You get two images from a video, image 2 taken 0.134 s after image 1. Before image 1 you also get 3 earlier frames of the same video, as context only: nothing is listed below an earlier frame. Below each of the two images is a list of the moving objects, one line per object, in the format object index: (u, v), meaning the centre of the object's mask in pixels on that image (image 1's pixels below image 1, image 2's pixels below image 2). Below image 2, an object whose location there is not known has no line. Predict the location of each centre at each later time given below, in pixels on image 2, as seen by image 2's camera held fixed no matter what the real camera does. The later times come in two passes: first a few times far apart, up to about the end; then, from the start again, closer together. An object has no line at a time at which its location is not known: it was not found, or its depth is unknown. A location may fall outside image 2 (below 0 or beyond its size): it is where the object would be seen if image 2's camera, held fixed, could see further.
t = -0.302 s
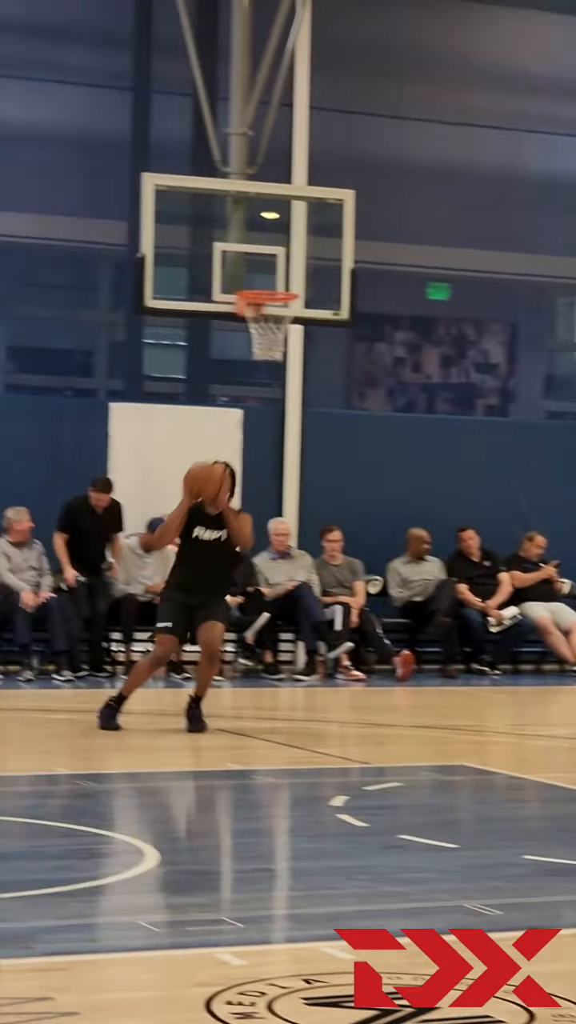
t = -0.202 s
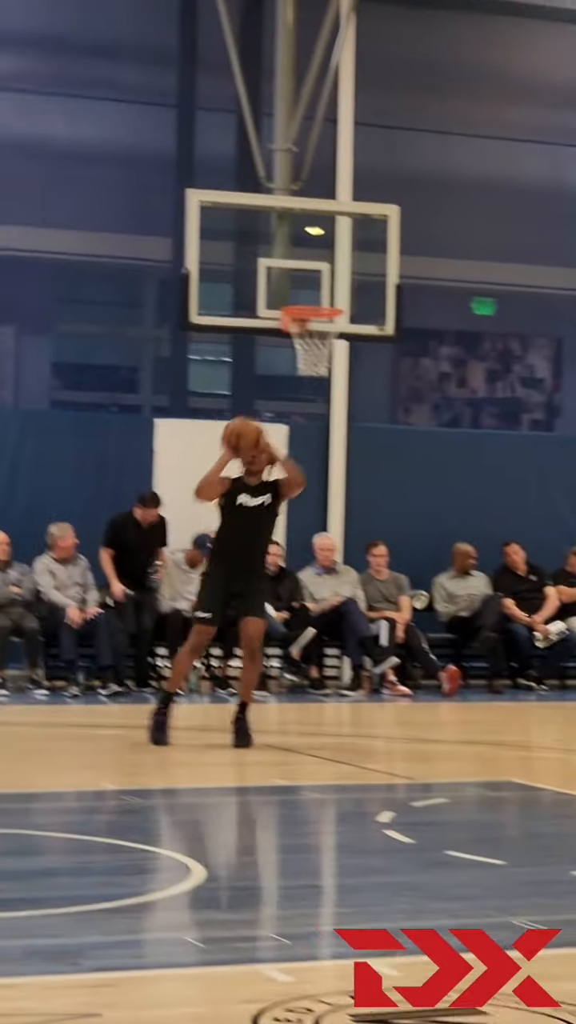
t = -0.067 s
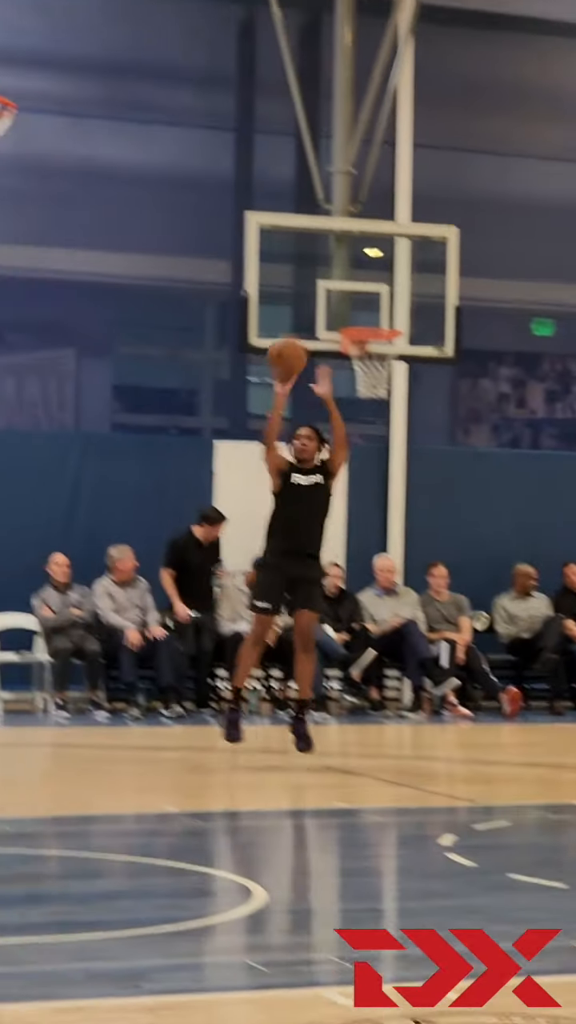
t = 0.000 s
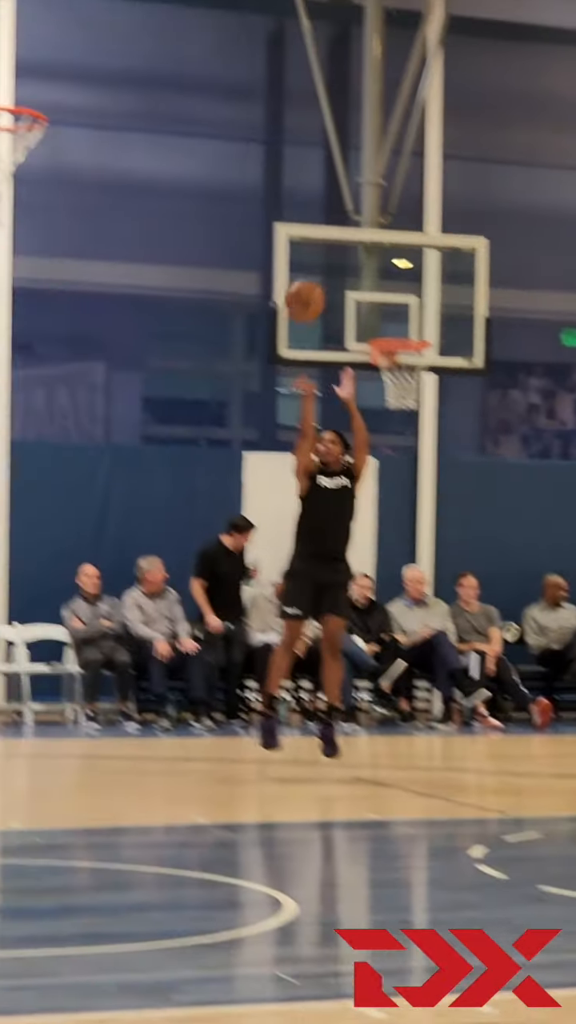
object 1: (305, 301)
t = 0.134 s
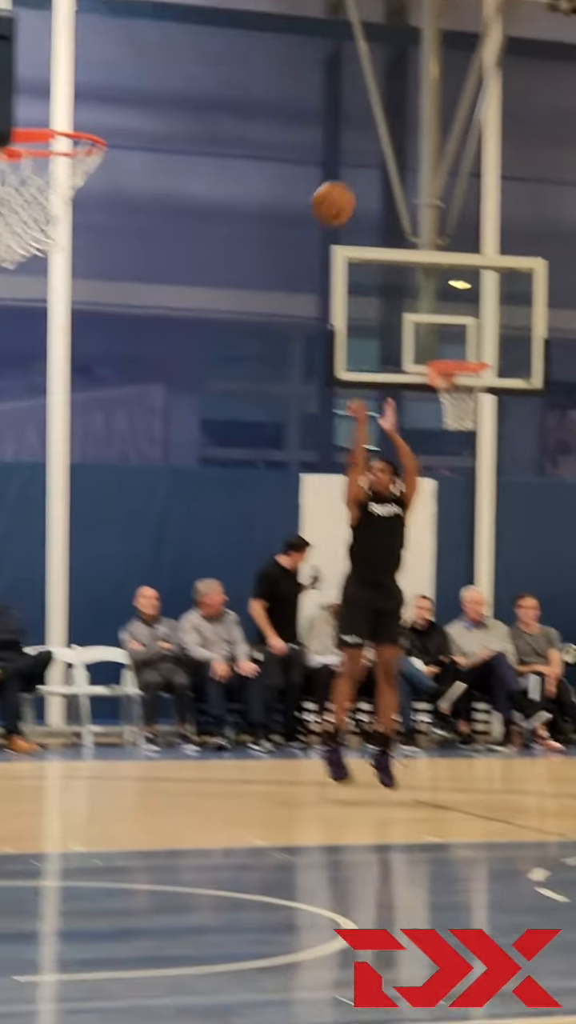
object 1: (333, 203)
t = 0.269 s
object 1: (301, 106)
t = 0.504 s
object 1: (235, -4)
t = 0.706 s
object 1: (170, -21)
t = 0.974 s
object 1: (61, 98)
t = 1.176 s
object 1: (10, 239)
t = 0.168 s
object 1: (326, 177)
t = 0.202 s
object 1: (318, 152)
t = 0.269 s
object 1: (301, 106)
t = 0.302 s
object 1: (292, 85)
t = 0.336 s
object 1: (283, 67)
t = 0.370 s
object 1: (274, 49)
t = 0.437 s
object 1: (256, 18)
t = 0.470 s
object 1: (245, 6)
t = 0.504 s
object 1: (235, -4)
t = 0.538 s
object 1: (225, -12)
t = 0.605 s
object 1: (203, -22)
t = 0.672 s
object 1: (181, -24)
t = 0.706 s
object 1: (170, -21)
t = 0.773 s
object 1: (146, -9)
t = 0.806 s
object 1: (133, 2)
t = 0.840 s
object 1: (120, 15)
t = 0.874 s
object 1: (107, 31)
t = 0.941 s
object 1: (77, 73)
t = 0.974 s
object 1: (61, 98)
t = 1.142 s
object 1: (12, 220)
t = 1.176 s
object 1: (10, 239)
